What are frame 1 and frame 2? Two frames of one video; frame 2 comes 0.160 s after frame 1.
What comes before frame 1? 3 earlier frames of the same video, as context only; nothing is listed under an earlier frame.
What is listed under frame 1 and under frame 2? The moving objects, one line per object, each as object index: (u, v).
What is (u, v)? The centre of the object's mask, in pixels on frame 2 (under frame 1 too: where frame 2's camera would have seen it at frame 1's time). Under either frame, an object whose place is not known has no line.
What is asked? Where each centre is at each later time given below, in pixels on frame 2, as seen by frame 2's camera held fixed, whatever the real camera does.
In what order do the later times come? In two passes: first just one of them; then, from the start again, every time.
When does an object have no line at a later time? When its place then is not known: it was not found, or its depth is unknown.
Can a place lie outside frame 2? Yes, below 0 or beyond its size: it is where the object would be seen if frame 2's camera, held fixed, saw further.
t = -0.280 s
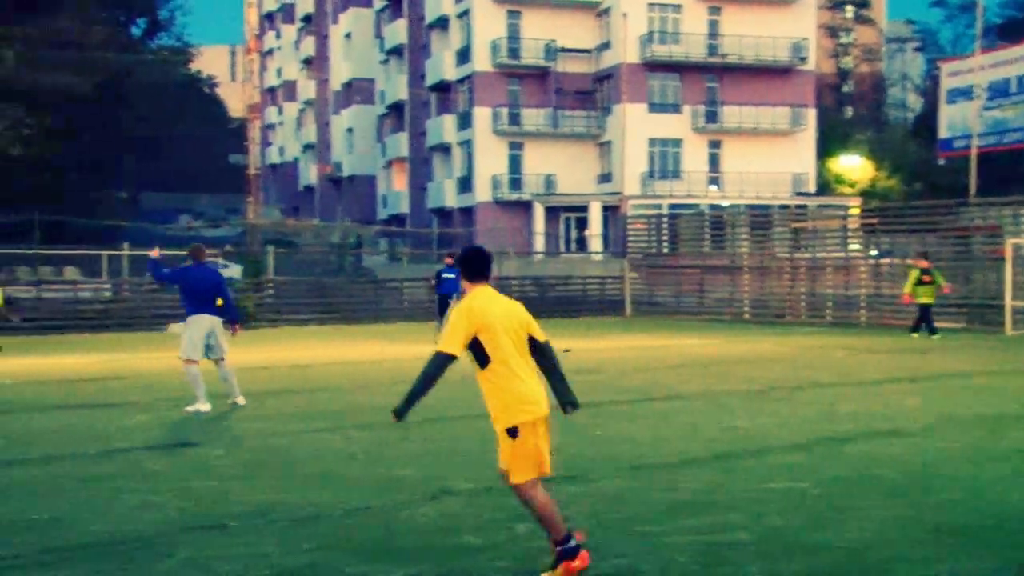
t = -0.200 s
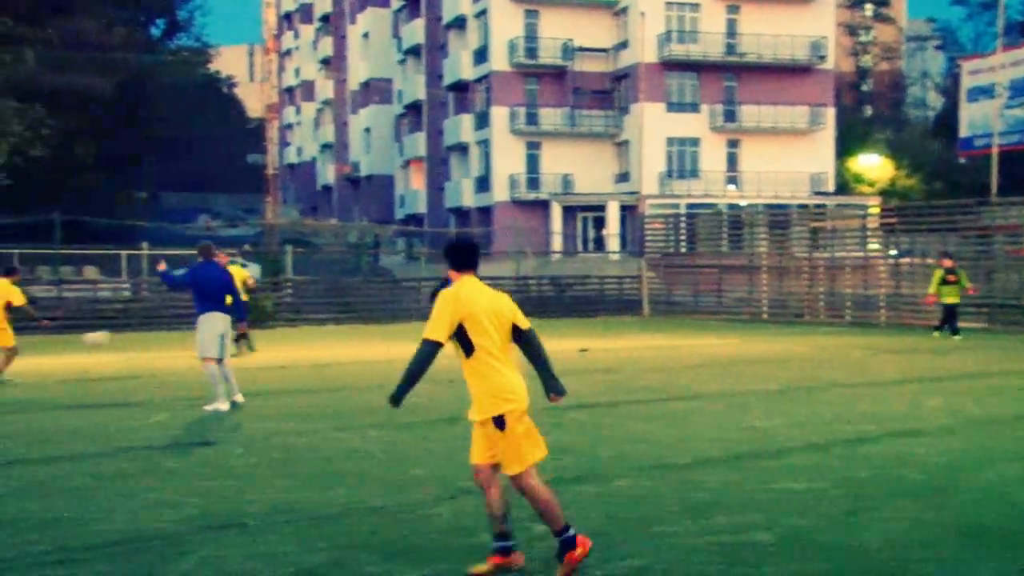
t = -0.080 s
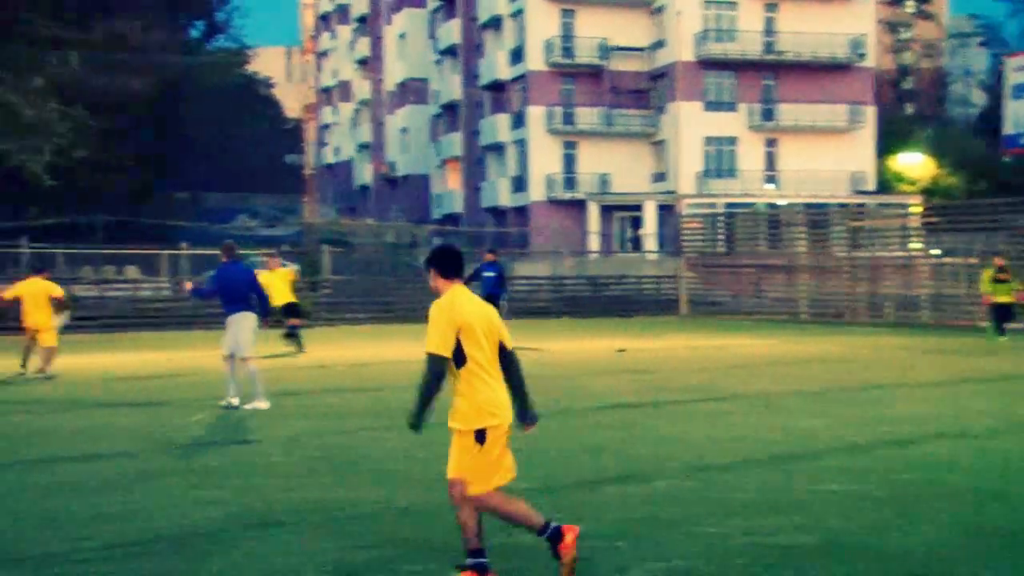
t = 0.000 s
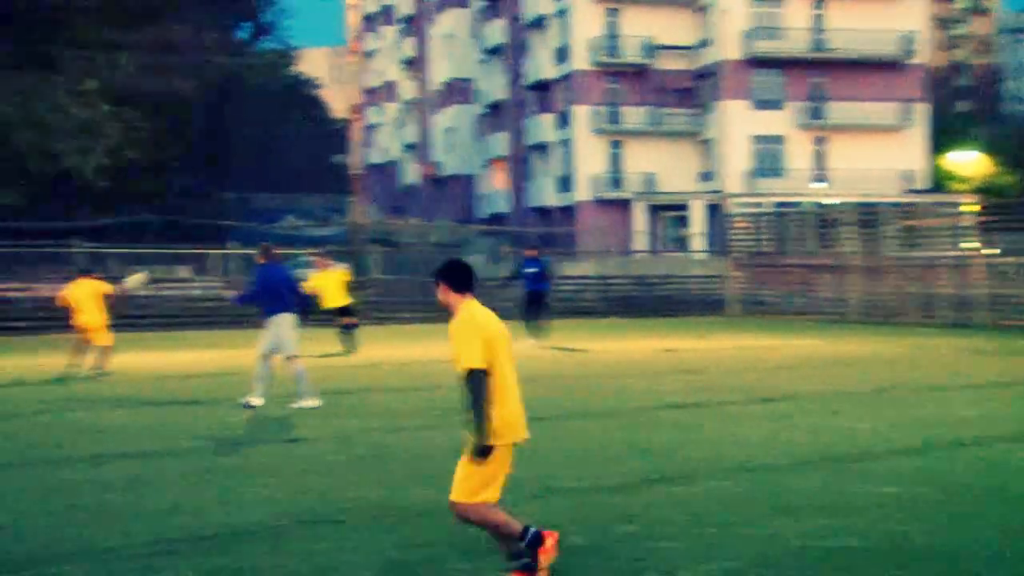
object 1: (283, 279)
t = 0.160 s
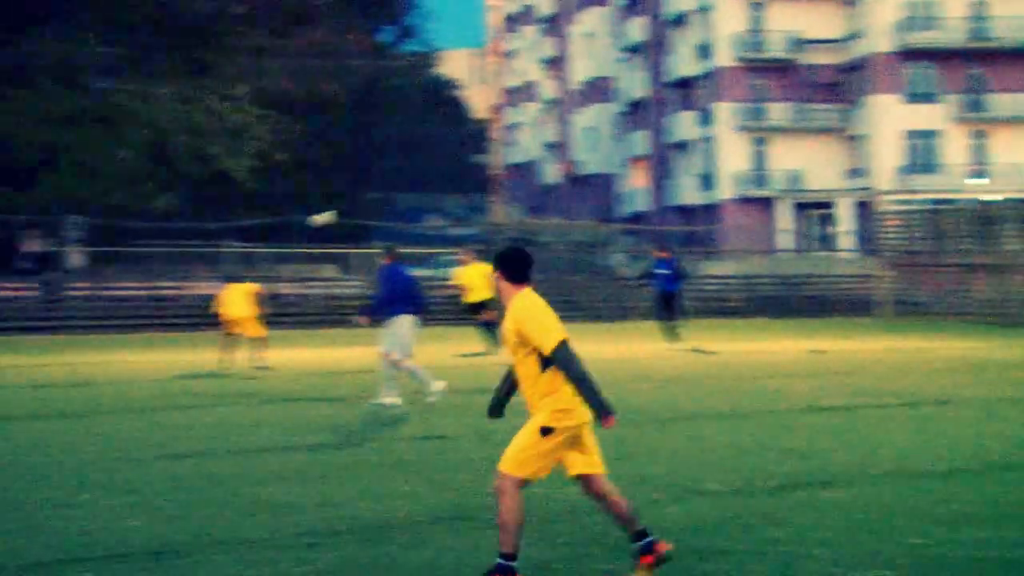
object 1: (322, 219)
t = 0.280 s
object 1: (349, 186)
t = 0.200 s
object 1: (332, 206)
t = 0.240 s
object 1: (340, 196)
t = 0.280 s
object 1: (349, 186)
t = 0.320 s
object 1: (357, 177)
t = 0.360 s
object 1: (366, 169)
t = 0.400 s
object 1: (374, 163)
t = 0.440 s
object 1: (382, 156)
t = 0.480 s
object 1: (392, 152)
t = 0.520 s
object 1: (399, 148)
